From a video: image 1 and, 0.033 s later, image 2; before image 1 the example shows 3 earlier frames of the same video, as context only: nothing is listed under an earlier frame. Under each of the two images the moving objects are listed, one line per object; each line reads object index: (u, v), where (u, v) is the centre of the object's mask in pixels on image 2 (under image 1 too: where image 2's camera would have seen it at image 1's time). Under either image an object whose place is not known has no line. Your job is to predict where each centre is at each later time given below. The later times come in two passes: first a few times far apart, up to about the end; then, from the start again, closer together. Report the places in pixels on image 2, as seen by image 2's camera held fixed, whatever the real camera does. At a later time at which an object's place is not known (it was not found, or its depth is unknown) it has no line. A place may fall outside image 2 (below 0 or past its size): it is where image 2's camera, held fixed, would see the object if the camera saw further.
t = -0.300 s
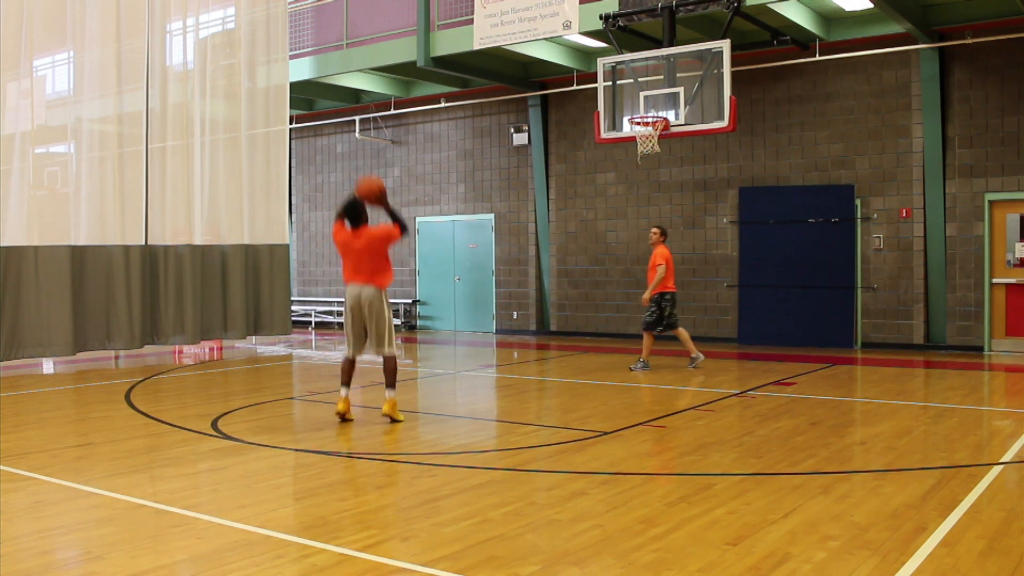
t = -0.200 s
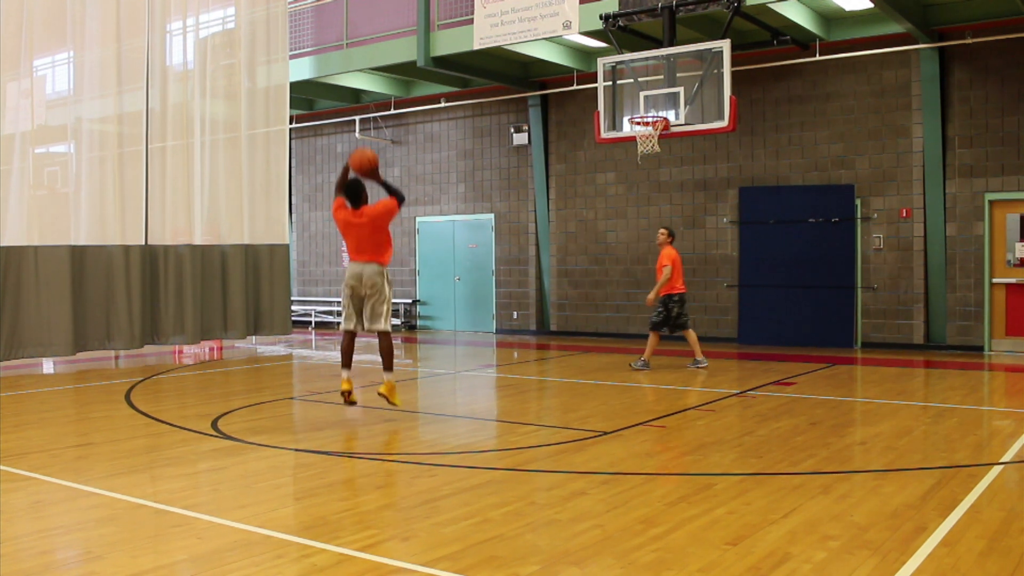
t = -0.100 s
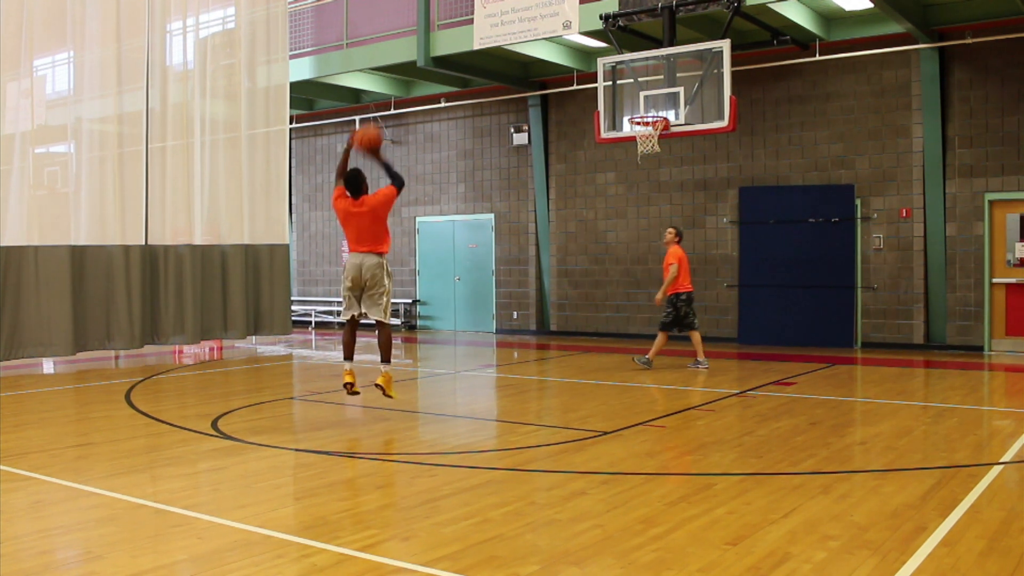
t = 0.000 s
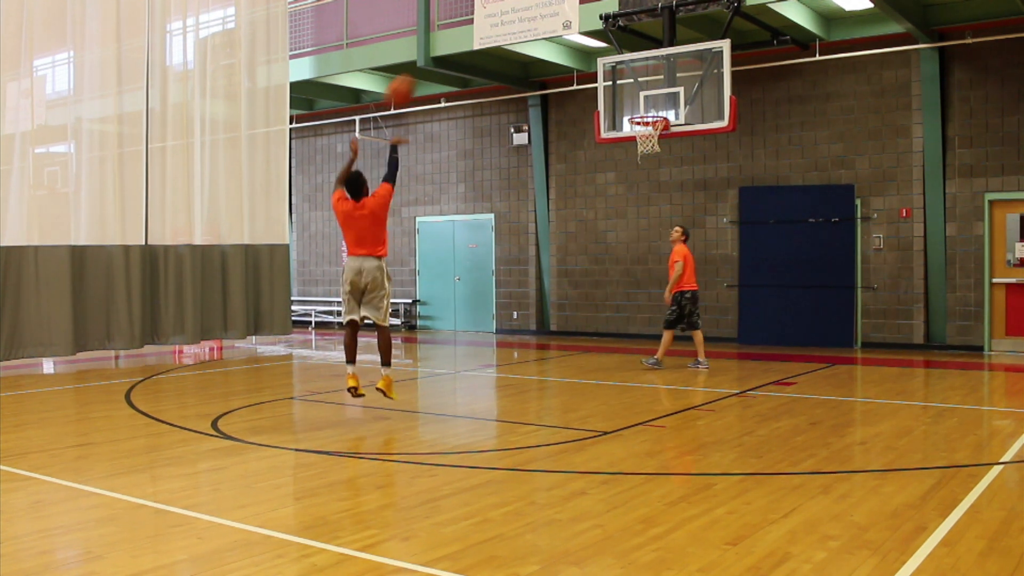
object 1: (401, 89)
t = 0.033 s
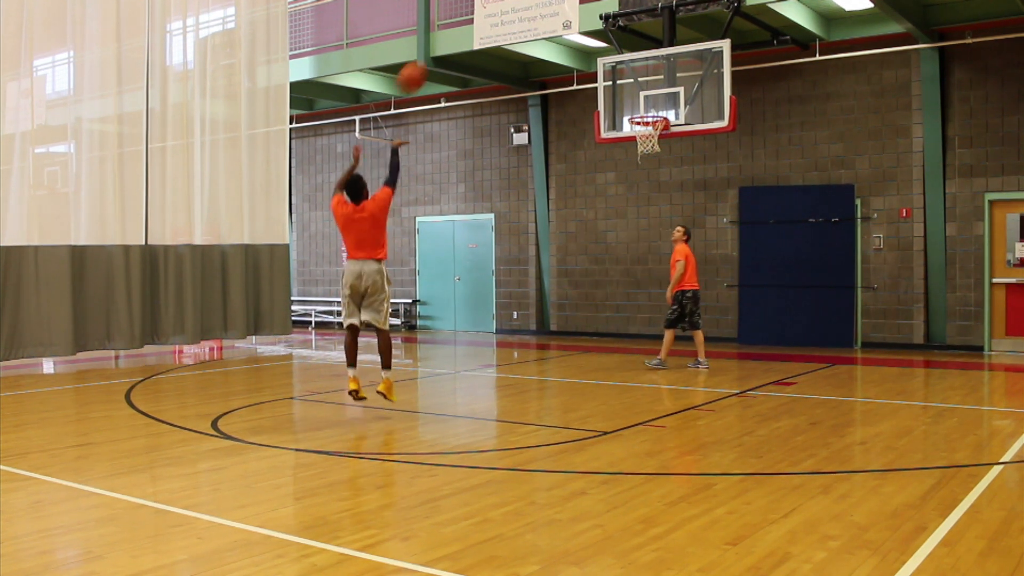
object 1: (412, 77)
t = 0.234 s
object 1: (479, 22)
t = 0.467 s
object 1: (545, 13)
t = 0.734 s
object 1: (606, 58)
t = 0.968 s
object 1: (657, 102)
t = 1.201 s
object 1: (715, 79)
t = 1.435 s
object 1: (782, 101)
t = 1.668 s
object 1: (852, 175)
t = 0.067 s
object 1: (424, 65)
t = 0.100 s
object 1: (435, 54)
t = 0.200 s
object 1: (469, 28)
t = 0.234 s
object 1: (479, 22)
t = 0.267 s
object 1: (489, 17)
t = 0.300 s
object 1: (499, 14)
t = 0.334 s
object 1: (509, 12)
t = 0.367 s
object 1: (518, 11)
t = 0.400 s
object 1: (528, 11)
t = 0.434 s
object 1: (536, 11)
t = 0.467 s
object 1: (545, 13)
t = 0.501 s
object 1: (553, 16)
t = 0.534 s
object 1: (562, 20)
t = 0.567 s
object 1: (570, 24)
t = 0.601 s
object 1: (578, 29)
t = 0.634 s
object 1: (586, 35)
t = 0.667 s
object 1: (593, 43)
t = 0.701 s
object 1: (600, 51)
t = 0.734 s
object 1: (606, 58)
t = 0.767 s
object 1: (615, 70)
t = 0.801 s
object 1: (621, 78)
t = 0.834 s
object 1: (628, 91)
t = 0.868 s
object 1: (633, 99)
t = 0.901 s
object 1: (640, 110)
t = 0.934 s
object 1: (649, 106)
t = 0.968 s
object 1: (657, 102)
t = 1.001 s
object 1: (665, 95)
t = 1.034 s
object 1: (672, 91)
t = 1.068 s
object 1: (682, 86)
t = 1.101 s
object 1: (691, 83)
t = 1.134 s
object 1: (700, 80)
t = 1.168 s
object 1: (708, 79)
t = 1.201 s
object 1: (715, 79)
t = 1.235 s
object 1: (726, 79)
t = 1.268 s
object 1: (736, 81)
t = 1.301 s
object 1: (744, 82)
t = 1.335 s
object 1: (753, 85)
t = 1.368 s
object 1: (762, 90)
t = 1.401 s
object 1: (772, 94)
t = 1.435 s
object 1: (782, 101)
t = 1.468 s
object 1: (792, 108)
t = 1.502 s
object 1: (801, 116)
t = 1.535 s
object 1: (811, 126)
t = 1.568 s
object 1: (821, 136)
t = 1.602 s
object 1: (832, 148)
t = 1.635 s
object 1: (842, 161)
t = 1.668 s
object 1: (852, 175)
